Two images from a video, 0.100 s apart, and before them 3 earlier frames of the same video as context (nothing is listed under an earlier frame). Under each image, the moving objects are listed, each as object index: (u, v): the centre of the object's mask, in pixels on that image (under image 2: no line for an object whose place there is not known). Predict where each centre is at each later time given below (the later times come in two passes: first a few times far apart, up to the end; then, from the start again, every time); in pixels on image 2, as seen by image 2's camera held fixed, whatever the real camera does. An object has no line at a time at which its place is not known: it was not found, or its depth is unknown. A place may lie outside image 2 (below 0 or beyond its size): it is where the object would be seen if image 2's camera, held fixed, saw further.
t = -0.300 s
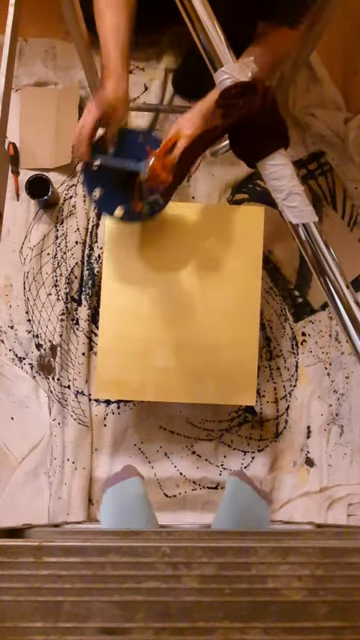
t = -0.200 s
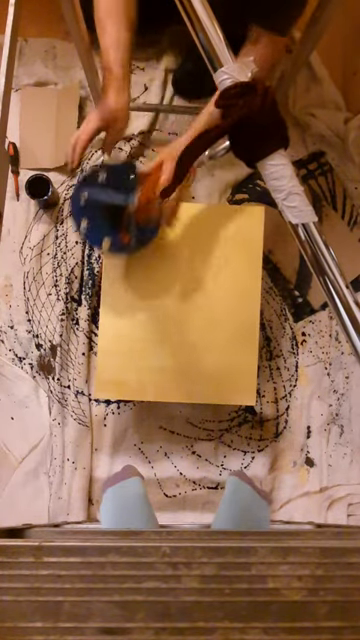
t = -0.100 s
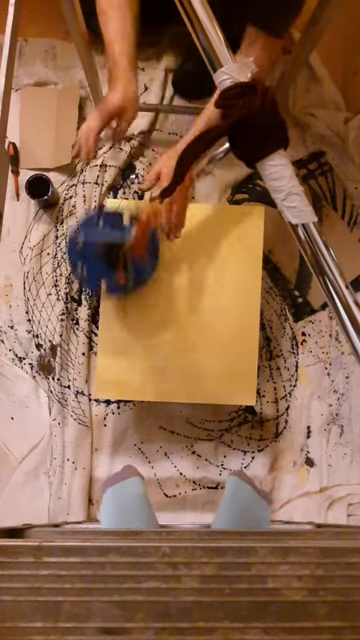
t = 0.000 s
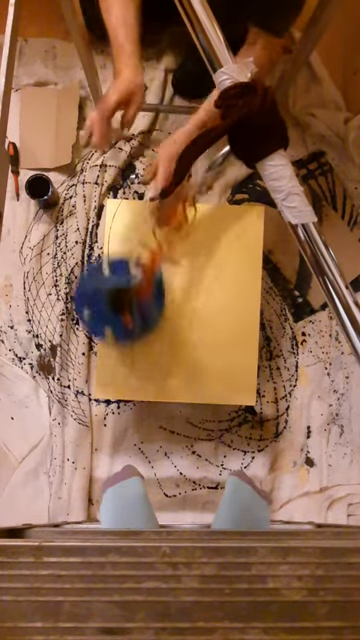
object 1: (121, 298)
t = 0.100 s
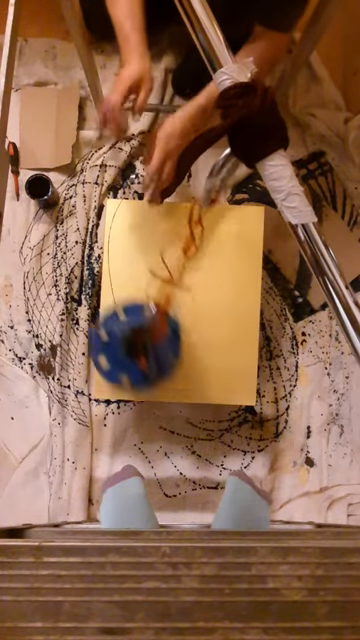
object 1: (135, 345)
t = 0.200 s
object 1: (159, 383)
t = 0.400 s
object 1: (215, 420)
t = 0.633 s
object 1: (258, 377)
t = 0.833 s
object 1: (250, 293)
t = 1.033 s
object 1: (211, 208)
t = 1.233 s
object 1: (148, 167)
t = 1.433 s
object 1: (113, 191)
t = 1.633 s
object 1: (111, 270)
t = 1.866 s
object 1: (159, 367)
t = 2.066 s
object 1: (220, 408)
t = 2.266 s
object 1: (263, 388)
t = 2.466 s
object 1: (263, 317)
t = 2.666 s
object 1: (222, 231)
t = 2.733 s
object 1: (203, 215)
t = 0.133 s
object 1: (143, 359)
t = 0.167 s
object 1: (151, 372)
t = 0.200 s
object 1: (159, 383)
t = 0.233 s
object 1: (168, 394)
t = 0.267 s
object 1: (176, 403)
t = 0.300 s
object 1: (187, 409)
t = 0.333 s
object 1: (196, 414)
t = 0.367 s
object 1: (206, 419)
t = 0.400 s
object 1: (215, 420)
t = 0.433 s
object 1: (224, 419)
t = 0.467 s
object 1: (232, 416)
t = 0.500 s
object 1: (239, 411)
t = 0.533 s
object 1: (246, 405)
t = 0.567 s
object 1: (251, 398)
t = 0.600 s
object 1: (255, 389)
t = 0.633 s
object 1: (258, 377)
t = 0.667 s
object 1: (259, 365)
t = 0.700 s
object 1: (260, 351)
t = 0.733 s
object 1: (260, 336)
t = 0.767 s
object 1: (258, 321)
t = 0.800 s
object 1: (255, 307)
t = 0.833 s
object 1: (250, 293)
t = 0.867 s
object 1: (245, 278)
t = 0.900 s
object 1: (240, 263)
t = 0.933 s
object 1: (234, 242)
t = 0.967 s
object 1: (227, 229)
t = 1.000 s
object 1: (219, 217)
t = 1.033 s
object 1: (211, 208)
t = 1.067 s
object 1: (202, 201)
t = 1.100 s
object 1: (191, 190)
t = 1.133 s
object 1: (180, 183)
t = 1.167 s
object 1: (167, 175)
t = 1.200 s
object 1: (157, 170)
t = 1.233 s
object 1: (148, 167)
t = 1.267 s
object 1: (141, 165)
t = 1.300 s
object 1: (134, 166)
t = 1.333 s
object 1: (127, 169)
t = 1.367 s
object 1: (121, 175)
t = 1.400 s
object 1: (117, 182)
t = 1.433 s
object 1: (113, 191)
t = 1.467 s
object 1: (109, 202)
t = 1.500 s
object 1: (108, 212)
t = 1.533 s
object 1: (107, 226)
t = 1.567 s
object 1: (107, 240)
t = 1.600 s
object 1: (109, 256)
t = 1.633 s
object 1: (111, 270)
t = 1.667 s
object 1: (116, 286)
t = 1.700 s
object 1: (121, 300)
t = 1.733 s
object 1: (127, 314)
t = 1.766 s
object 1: (134, 329)
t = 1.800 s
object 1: (142, 342)
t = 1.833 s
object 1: (150, 354)
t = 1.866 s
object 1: (159, 367)
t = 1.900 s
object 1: (169, 377)
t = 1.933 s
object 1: (179, 386)
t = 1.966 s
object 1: (189, 395)
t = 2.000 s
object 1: (199, 401)
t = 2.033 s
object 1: (210, 405)
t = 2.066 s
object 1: (220, 408)
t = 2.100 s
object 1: (229, 410)
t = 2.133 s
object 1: (238, 408)
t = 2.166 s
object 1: (246, 406)
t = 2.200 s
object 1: (253, 402)
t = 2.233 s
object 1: (259, 395)
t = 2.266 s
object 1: (263, 388)
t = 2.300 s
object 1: (266, 379)
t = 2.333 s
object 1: (268, 369)
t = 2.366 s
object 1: (269, 357)
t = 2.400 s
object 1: (268, 344)
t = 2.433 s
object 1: (266, 329)
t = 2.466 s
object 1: (263, 317)
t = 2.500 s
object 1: (258, 303)
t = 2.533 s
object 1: (252, 291)
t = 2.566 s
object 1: (245, 277)
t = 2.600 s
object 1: (238, 264)
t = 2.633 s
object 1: (231, 244)
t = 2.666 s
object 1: (222, 231)
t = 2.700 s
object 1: (212, 221)
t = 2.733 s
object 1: (203, 215)
